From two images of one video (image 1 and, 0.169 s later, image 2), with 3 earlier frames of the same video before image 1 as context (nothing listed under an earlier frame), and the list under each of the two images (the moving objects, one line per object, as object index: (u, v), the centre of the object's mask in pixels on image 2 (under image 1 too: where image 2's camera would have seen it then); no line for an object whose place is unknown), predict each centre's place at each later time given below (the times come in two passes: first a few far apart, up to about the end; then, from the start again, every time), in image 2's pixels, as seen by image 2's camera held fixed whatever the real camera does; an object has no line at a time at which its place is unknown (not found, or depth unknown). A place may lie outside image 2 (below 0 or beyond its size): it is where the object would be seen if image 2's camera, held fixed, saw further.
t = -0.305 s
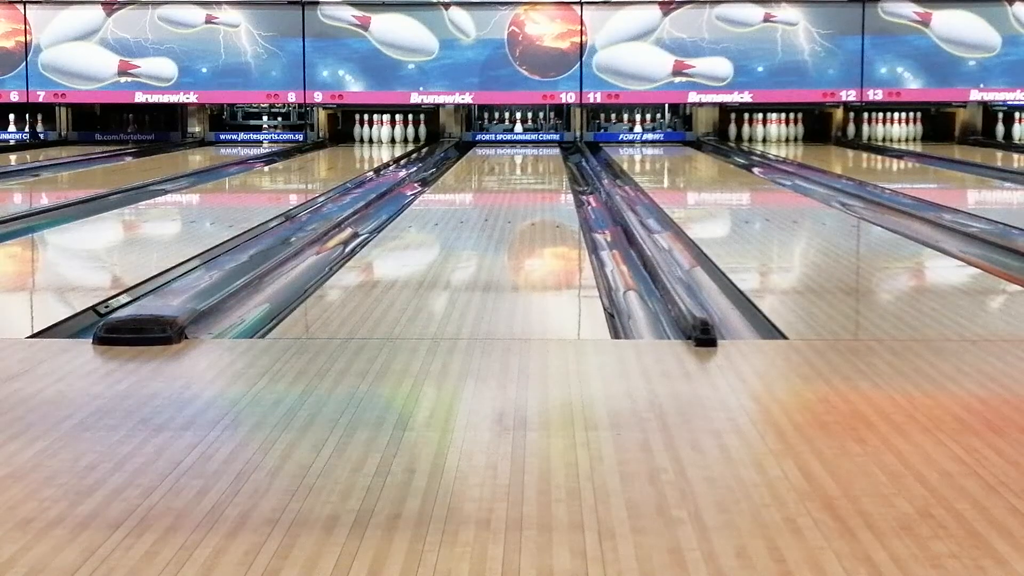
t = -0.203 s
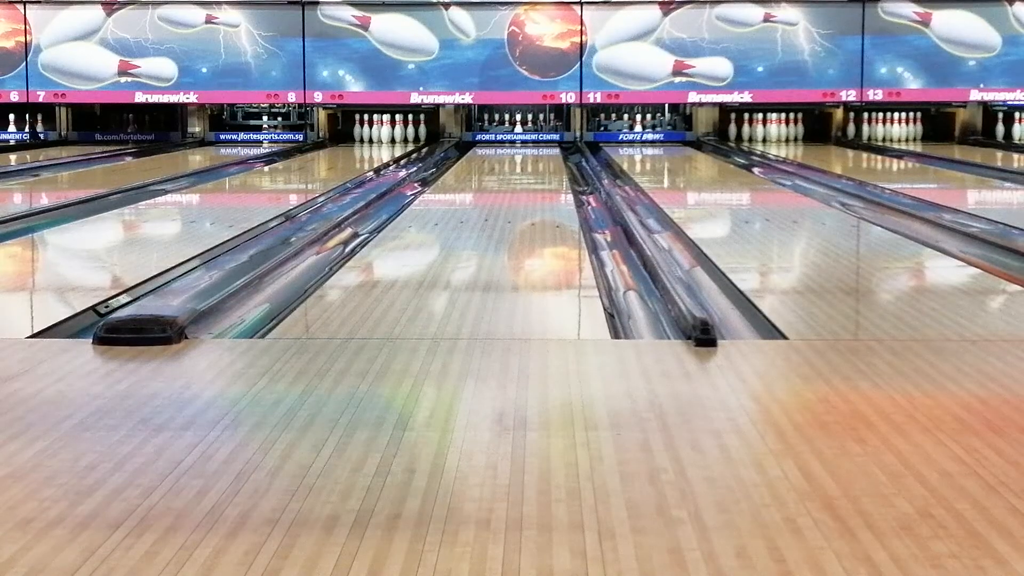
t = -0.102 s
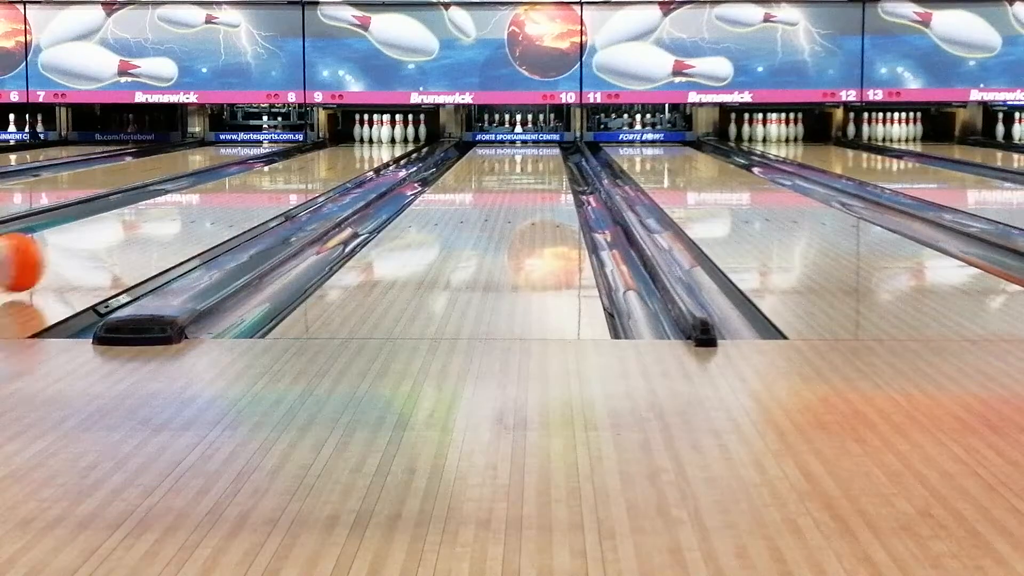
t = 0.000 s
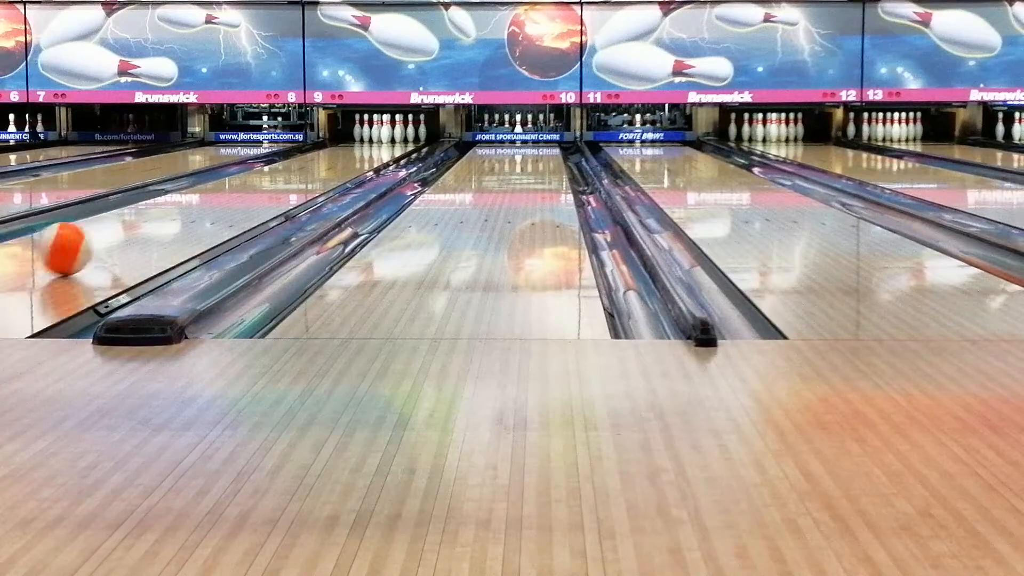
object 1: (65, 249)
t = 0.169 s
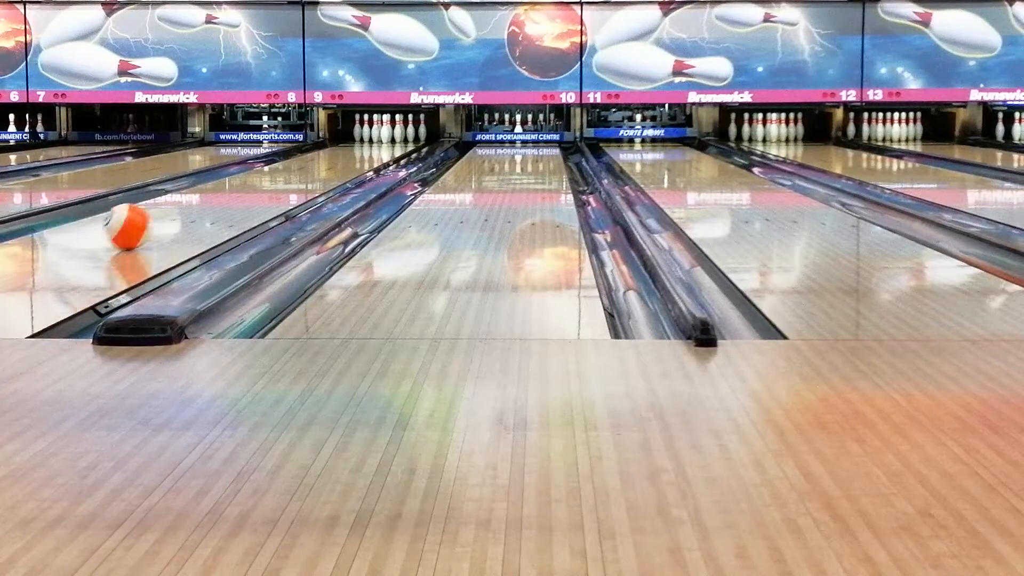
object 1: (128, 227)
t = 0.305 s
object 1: (167, 213)
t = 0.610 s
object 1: (229, 190)
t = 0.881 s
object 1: (268, 176)
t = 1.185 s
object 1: (299, 164)
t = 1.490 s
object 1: (322, 155)
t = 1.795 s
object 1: (341, 148)
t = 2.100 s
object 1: (353, 142)
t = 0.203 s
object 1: (138, 223)
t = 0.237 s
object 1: (148, 220)
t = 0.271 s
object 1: (159, 217)
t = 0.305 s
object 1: (167, 213)
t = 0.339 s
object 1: (175, 210)
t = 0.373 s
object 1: (184, 207)
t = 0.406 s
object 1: (191, 204)
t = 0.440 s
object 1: (197, 202)
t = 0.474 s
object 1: (206, 199)
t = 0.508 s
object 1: (212, 197)
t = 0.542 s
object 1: (218, 194)
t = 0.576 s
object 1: (224, 192)
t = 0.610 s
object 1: (229, 190)
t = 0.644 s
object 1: (235, 188)
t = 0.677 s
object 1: (240, 187)
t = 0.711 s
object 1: (245, 184)
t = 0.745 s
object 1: (250, 182)
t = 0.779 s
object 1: (255, 180)
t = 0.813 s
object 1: (259, 179)
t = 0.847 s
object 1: (264, 178)
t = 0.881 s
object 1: (268, 176)
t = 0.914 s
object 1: (272, 175)
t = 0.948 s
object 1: (276, 173)
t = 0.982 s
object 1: (279, 172)
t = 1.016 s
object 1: (283, 171)
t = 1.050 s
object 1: (287, 169)
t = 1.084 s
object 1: (290, 168)
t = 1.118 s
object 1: (293, 166)
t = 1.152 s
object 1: (296, 165)
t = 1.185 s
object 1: (299, 164)
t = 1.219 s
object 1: (303, 163)
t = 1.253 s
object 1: (305, 162)
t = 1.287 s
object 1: (308, 161)
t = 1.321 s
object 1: (310, 160)
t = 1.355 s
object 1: (313, 159)
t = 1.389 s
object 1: (316, 158)
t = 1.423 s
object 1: (319, 157)
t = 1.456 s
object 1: (320, 156)
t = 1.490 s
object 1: (322, 155)
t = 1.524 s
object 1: (325, 154)
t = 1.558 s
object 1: (327, 153)
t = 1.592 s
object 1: (329, 153)
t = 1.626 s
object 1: (331, 152)
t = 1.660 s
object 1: (333, 151)
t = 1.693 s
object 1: (335, 150)
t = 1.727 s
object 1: (336, 150)
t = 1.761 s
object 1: (339, 149)
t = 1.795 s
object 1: (341, 148)
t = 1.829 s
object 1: (342, 147)
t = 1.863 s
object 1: (343, 147)
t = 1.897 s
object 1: (345, 146)
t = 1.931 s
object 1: (346, 145)
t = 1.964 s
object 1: (348, 145)
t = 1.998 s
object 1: (349, 144)
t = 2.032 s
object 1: (350, 143)
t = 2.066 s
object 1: (352, 143)
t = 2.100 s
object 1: (353, 142)
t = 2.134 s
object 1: (354, 142)
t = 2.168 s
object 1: (355, 141)
